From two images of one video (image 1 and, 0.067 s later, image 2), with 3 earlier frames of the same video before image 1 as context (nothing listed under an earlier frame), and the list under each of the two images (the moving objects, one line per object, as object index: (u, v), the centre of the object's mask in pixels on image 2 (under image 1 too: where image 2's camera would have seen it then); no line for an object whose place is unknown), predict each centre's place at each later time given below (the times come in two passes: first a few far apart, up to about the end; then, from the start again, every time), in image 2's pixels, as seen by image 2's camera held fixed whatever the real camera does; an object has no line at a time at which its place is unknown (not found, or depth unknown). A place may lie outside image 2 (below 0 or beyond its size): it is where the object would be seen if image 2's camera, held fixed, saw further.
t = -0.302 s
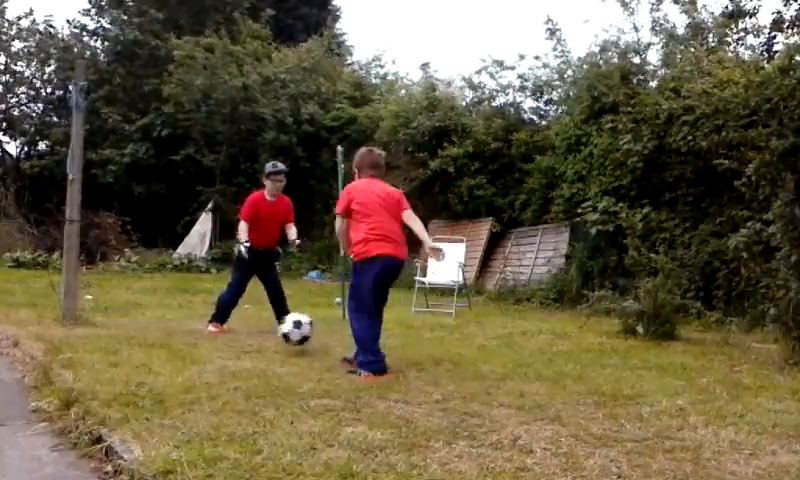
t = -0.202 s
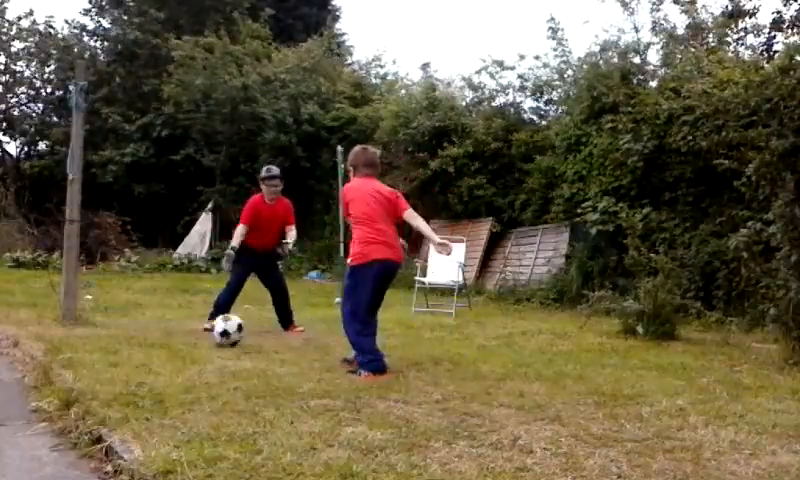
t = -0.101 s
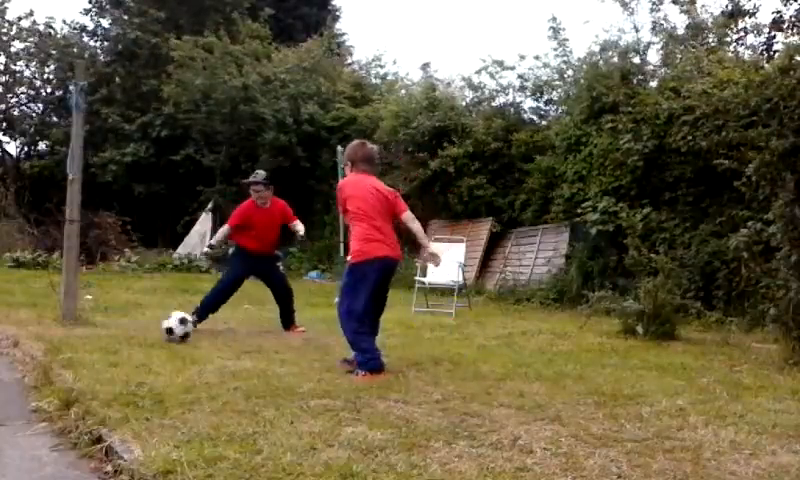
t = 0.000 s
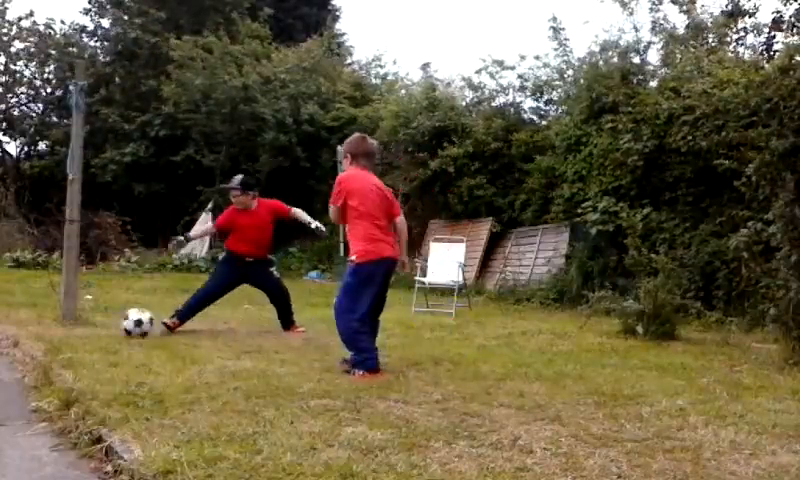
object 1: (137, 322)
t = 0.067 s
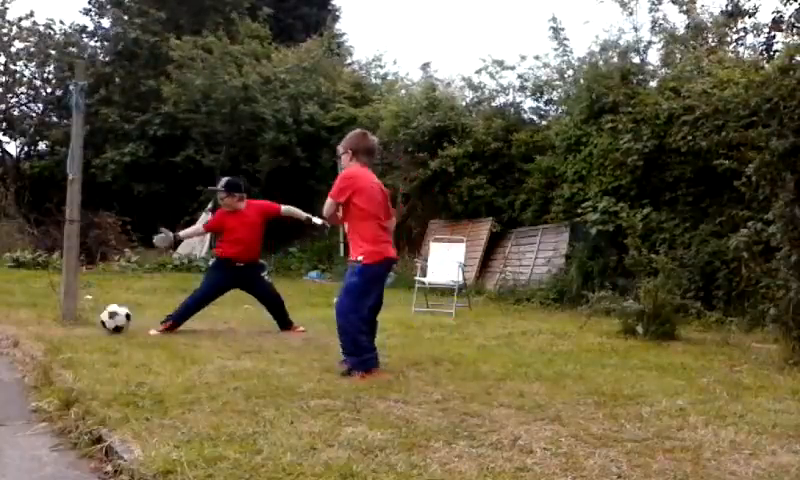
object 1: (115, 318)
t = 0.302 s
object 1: (48, 311)
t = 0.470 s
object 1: (8, 311)
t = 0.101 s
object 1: (104, 318)
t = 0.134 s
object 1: (94, 319)
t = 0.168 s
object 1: (84, 318)
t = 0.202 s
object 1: (75, 316)
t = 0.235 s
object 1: (66, 313)
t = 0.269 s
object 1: (56, 313)
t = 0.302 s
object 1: (48, 311)
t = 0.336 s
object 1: (39, 310)
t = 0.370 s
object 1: (30, 311)
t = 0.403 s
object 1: (21, 312)
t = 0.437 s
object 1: (13, 314)
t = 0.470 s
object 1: (8, 311)
